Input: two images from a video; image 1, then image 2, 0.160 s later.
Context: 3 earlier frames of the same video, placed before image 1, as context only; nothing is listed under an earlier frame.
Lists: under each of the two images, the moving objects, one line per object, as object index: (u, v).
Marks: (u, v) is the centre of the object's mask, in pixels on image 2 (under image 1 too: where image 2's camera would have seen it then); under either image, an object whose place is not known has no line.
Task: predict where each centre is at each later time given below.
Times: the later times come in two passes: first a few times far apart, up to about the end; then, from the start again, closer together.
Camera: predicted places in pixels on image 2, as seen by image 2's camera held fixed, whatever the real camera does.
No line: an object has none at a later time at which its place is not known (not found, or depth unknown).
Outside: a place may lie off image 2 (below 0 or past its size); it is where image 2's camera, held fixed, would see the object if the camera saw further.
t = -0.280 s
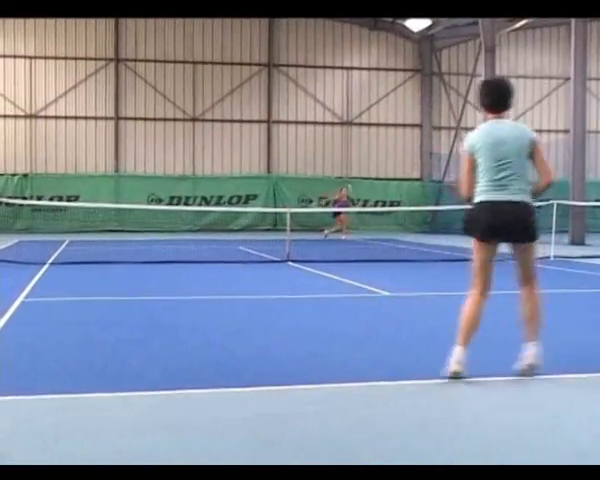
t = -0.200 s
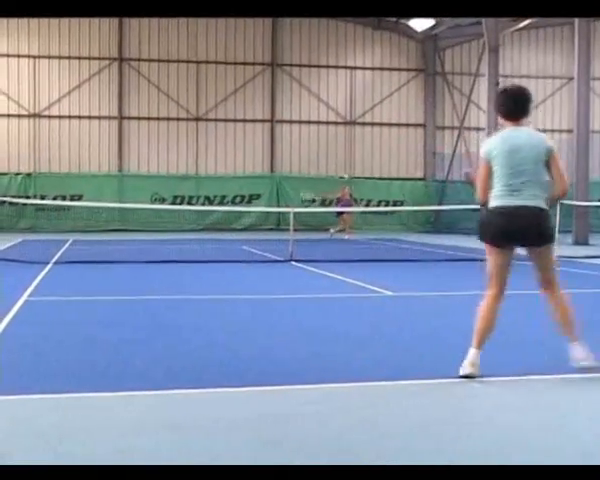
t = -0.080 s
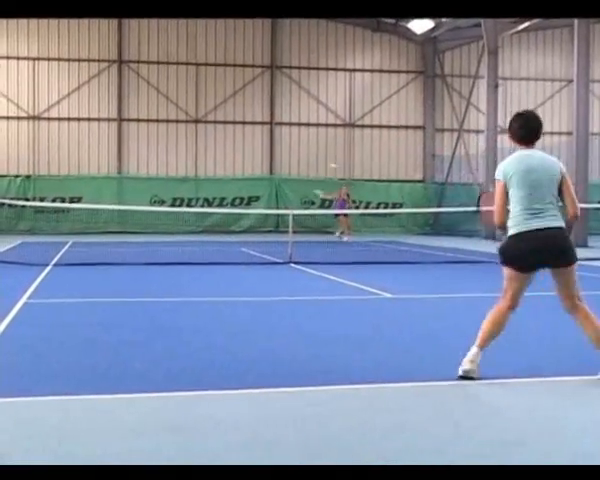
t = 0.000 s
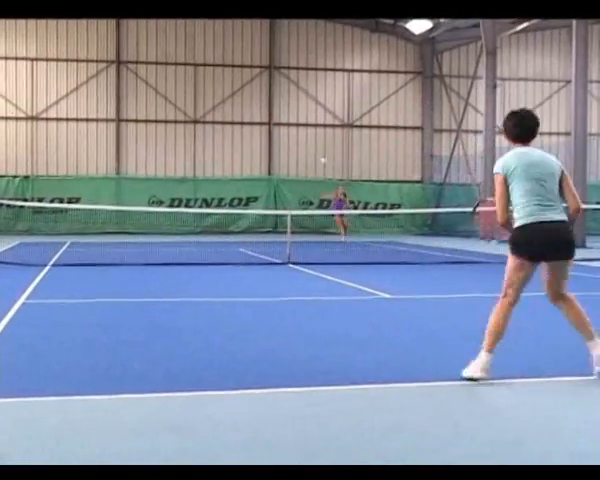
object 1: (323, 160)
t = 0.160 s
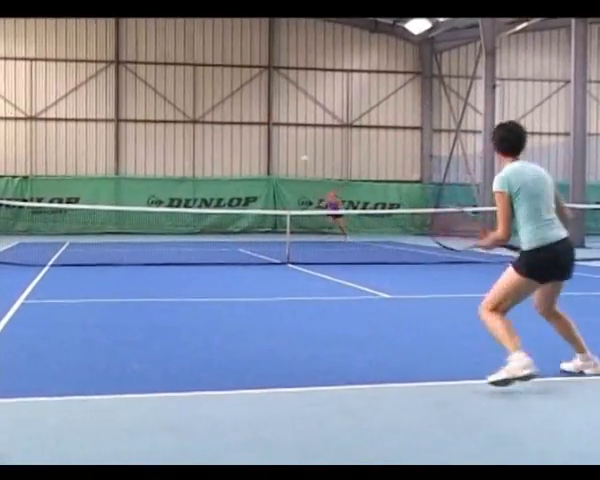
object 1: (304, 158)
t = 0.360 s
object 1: (275, 183)
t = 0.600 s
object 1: (230, 287)
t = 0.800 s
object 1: (188, 283)
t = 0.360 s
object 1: (275, 183)
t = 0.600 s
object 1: (230, 287)
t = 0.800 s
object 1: (188, 283)
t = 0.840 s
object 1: (180, 272)
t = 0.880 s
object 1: (169, 263)
